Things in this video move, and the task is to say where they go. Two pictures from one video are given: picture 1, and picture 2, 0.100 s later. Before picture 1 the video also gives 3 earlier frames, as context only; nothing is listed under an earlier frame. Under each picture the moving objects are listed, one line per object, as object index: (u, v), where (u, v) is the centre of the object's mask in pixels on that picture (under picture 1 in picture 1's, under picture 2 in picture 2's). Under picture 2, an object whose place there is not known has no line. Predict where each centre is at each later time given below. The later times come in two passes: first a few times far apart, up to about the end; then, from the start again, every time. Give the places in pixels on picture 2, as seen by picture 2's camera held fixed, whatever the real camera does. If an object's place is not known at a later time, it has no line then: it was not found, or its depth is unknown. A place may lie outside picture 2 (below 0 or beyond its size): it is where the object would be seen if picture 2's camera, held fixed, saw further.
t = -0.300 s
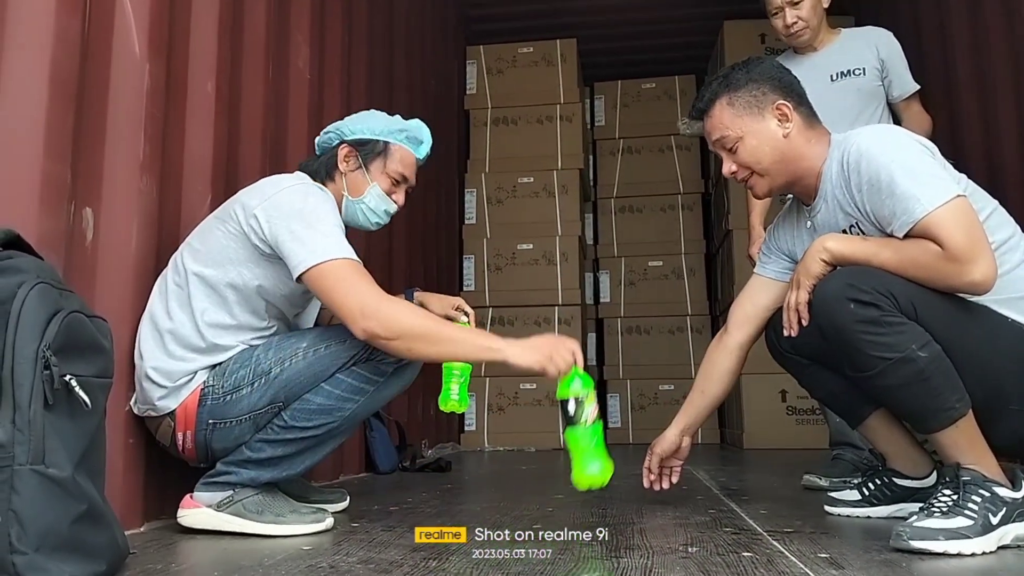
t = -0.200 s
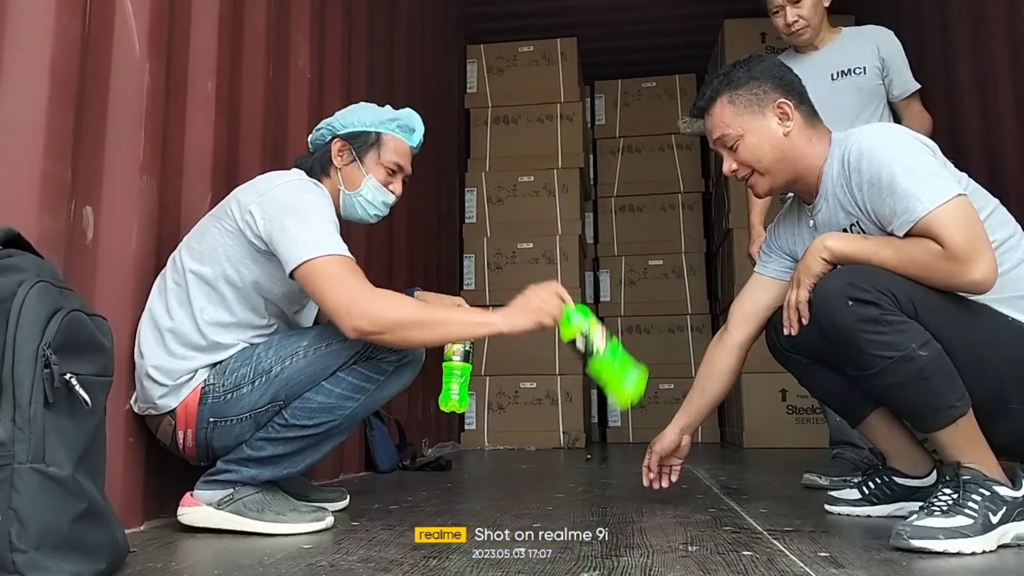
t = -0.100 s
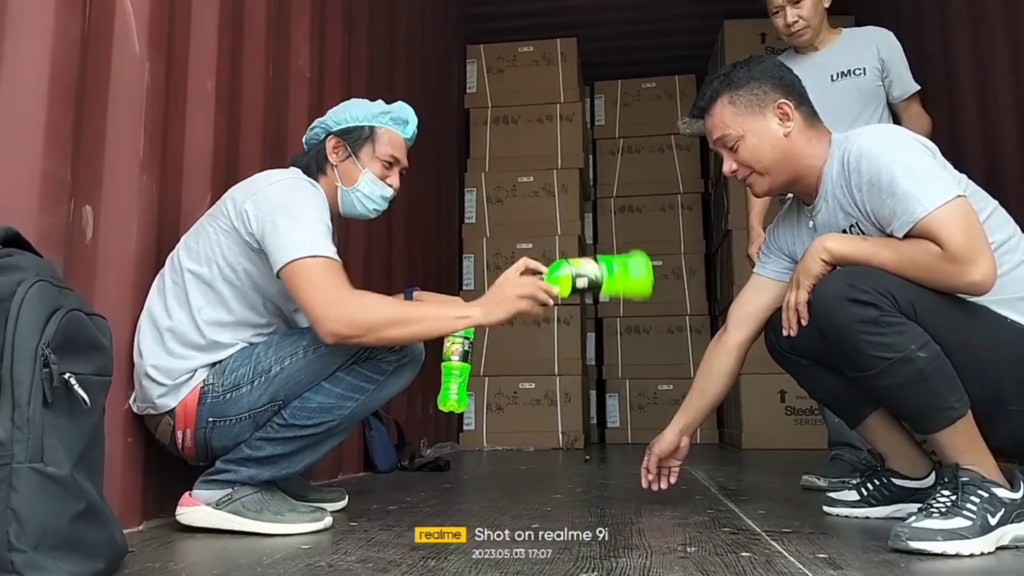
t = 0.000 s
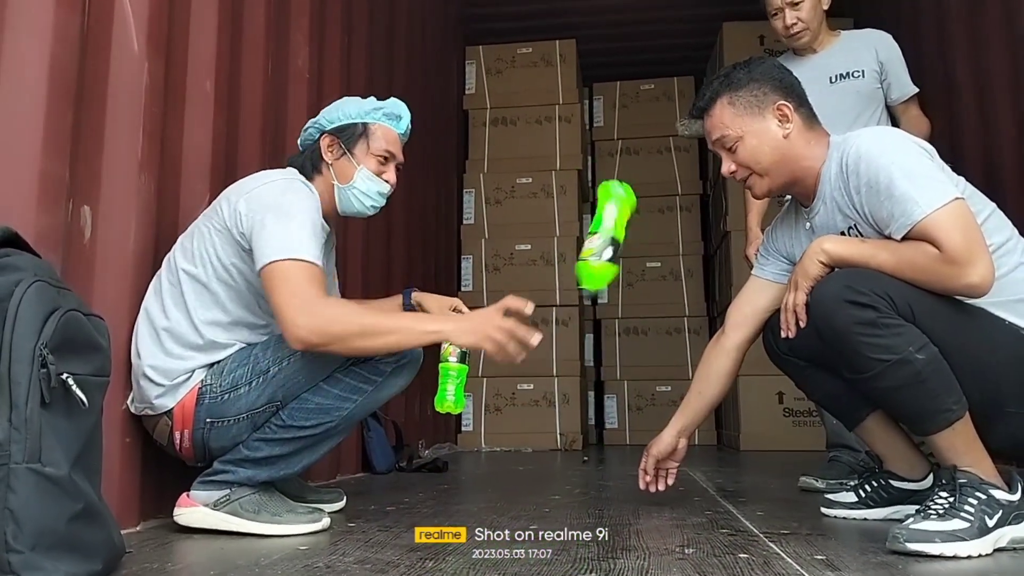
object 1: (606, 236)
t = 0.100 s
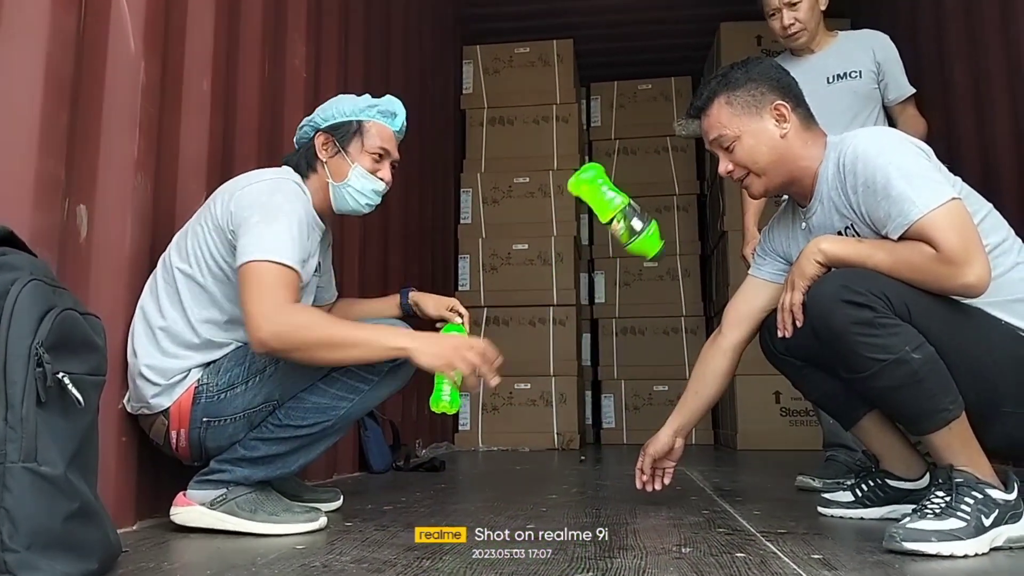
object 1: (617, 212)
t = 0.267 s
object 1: (594, 270)
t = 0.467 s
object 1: (580, 478)
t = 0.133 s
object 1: (614, 209)
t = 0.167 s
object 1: (609, 213)
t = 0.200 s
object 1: (605, 225)
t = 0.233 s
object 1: (600, 244)
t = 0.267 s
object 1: (594, 270)
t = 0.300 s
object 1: (590, 304)
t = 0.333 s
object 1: (586, 346)
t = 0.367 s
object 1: (583, 396)
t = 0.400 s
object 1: (580, 454)
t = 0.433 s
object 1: (579, 474)
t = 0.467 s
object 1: (580, 478)
